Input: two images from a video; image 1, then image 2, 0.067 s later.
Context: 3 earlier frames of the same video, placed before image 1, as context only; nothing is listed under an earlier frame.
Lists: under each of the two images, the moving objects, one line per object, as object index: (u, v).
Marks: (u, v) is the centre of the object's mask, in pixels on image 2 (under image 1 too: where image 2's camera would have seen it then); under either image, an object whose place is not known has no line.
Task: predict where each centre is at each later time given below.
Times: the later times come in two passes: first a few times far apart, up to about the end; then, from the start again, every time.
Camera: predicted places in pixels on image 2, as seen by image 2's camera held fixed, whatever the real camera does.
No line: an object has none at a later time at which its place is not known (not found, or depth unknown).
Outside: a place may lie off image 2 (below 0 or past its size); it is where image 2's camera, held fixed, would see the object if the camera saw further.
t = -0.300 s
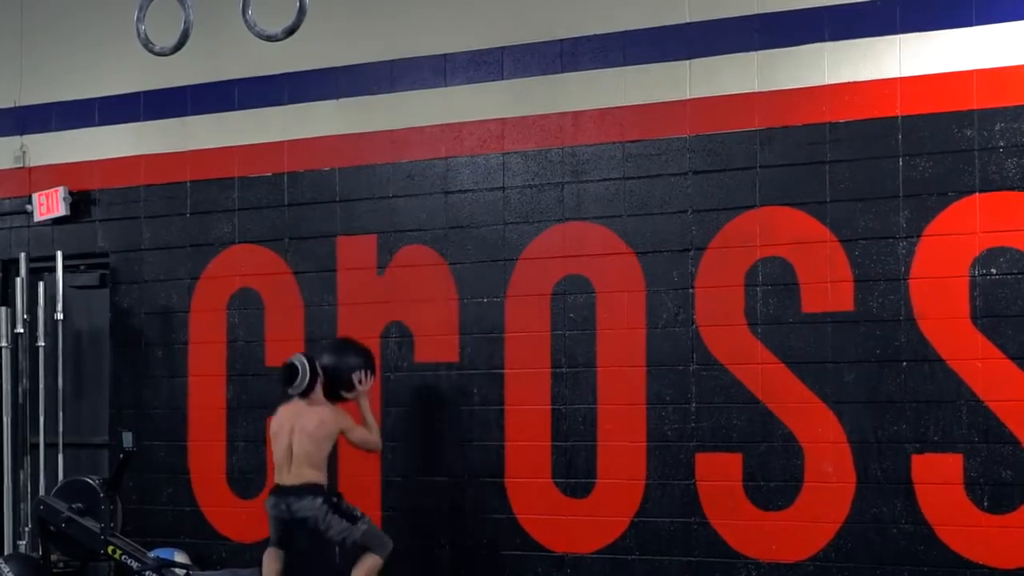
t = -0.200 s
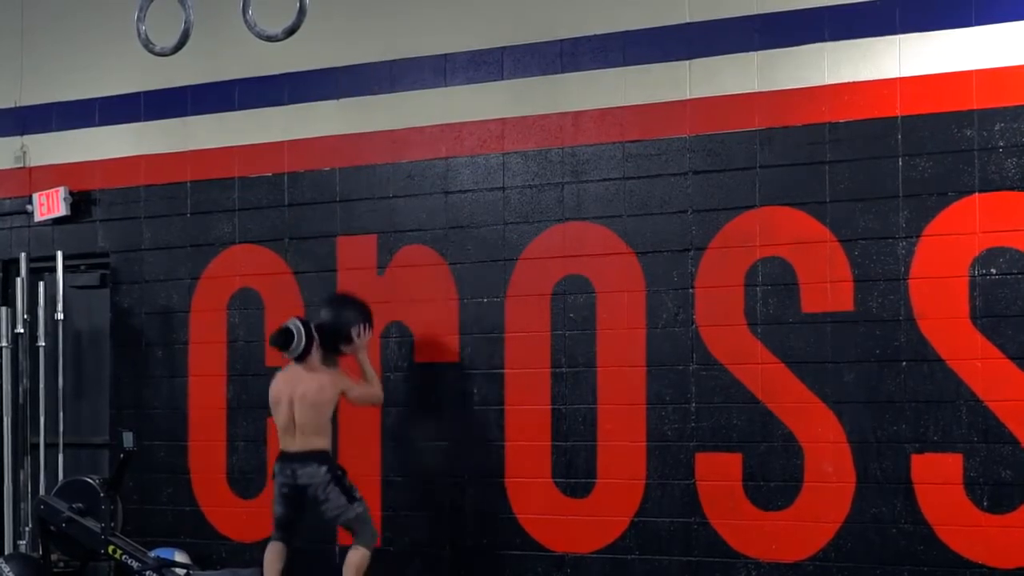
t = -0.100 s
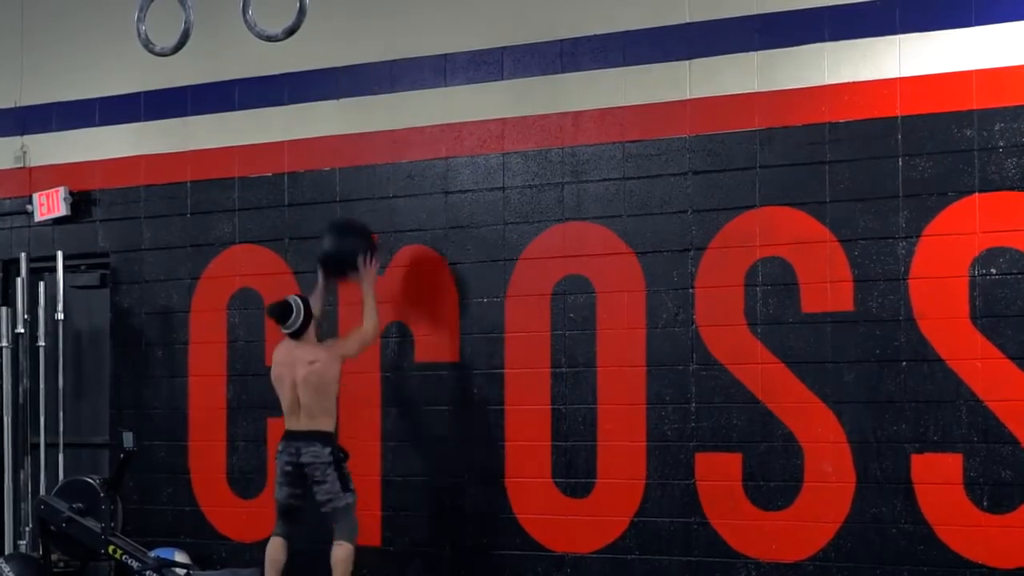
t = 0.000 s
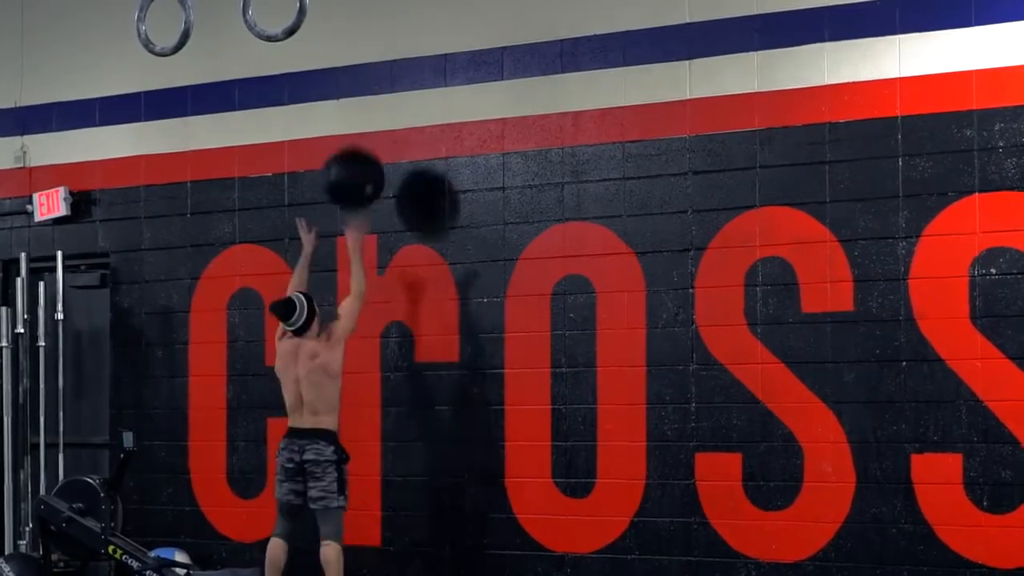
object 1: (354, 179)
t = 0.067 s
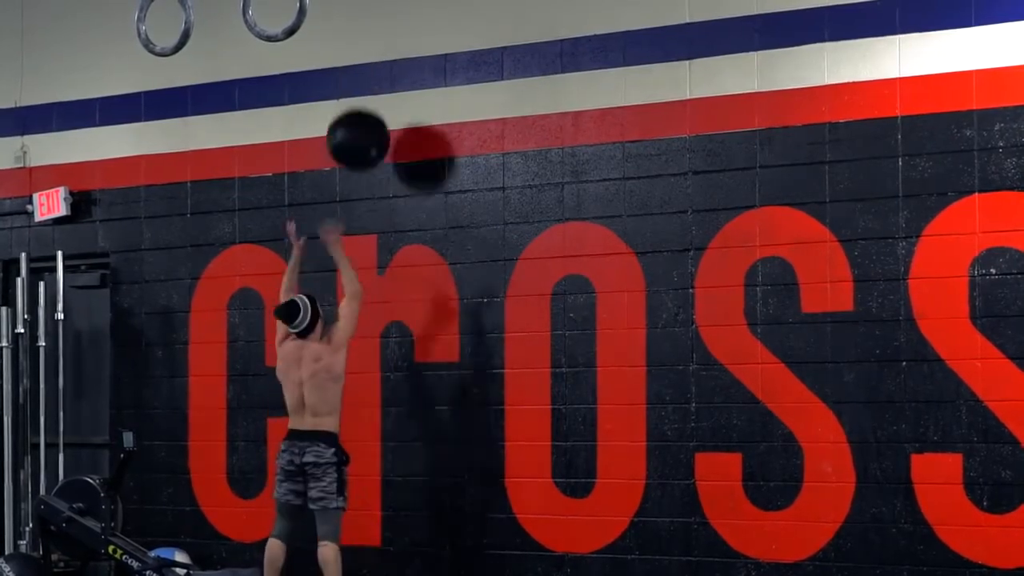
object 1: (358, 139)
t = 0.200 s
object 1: (369, 85)
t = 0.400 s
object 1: (376, 58)
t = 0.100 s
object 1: (361, 123)
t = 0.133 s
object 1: (363, 108)
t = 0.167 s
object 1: (366, 96)
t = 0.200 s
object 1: (369, 85)
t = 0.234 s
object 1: (371, 75)
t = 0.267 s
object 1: (372, 67)
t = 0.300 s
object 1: (376, 63)
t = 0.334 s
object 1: (378, 60)
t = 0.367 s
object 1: (377, 59)
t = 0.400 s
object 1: (376, 58)
